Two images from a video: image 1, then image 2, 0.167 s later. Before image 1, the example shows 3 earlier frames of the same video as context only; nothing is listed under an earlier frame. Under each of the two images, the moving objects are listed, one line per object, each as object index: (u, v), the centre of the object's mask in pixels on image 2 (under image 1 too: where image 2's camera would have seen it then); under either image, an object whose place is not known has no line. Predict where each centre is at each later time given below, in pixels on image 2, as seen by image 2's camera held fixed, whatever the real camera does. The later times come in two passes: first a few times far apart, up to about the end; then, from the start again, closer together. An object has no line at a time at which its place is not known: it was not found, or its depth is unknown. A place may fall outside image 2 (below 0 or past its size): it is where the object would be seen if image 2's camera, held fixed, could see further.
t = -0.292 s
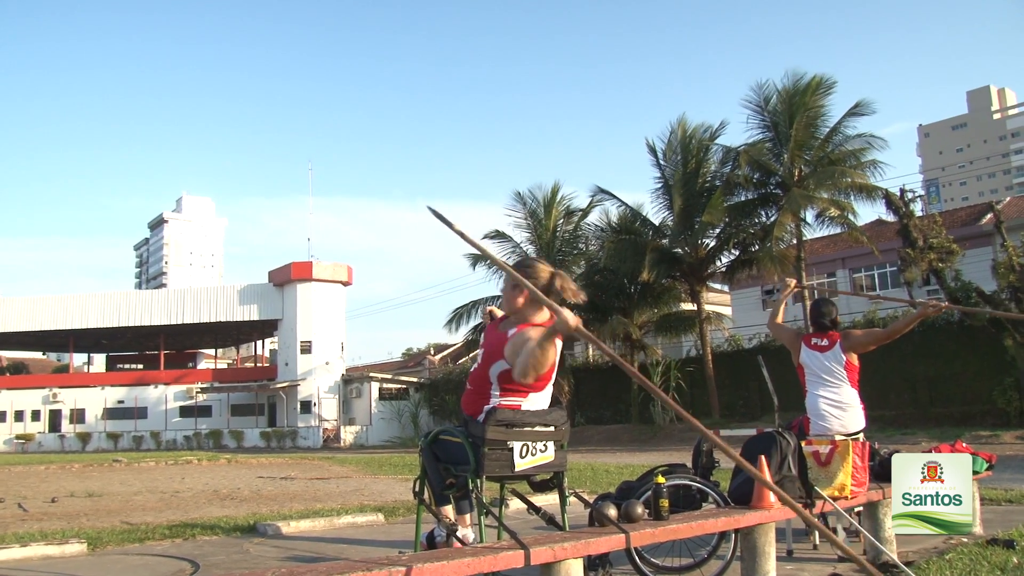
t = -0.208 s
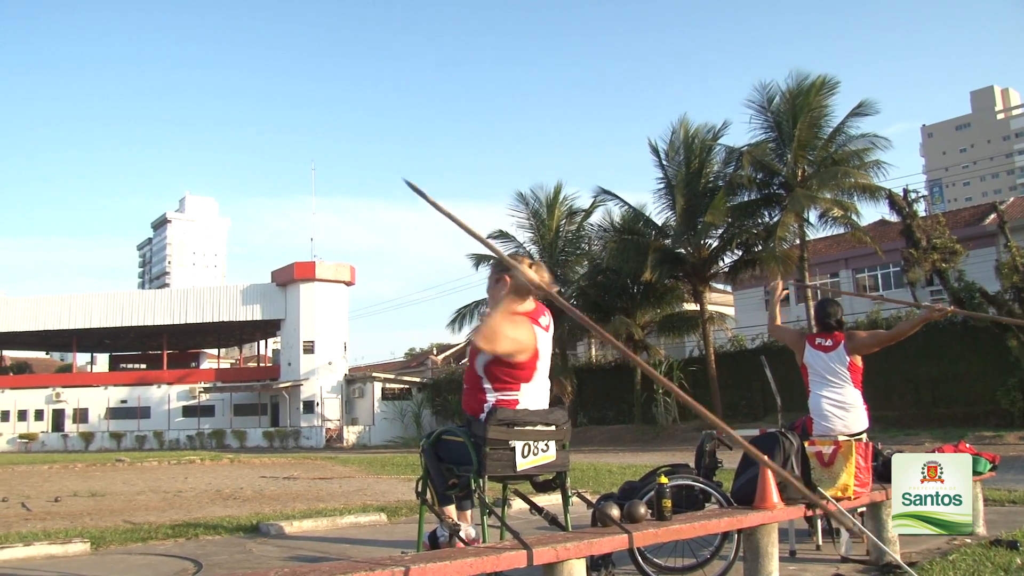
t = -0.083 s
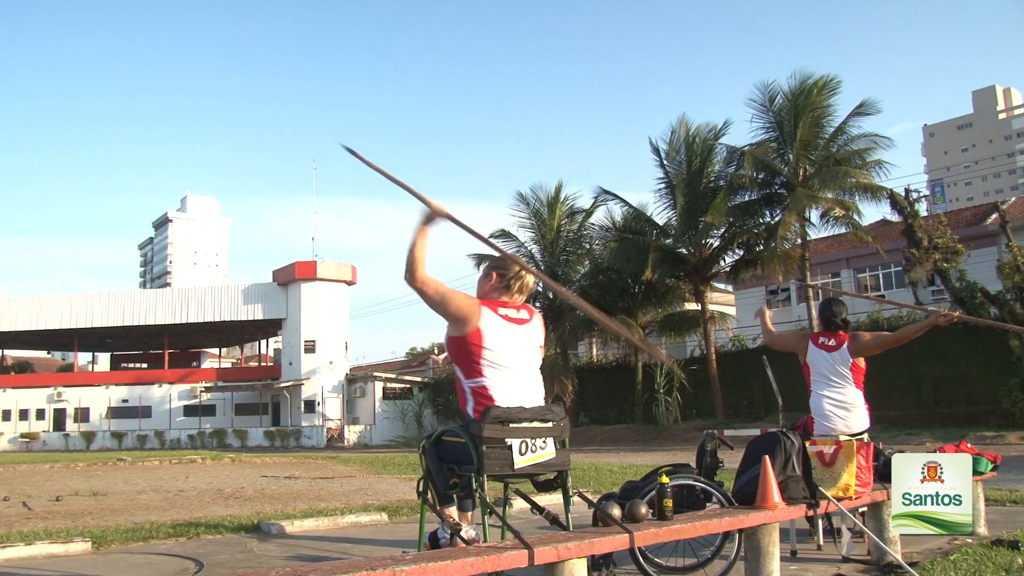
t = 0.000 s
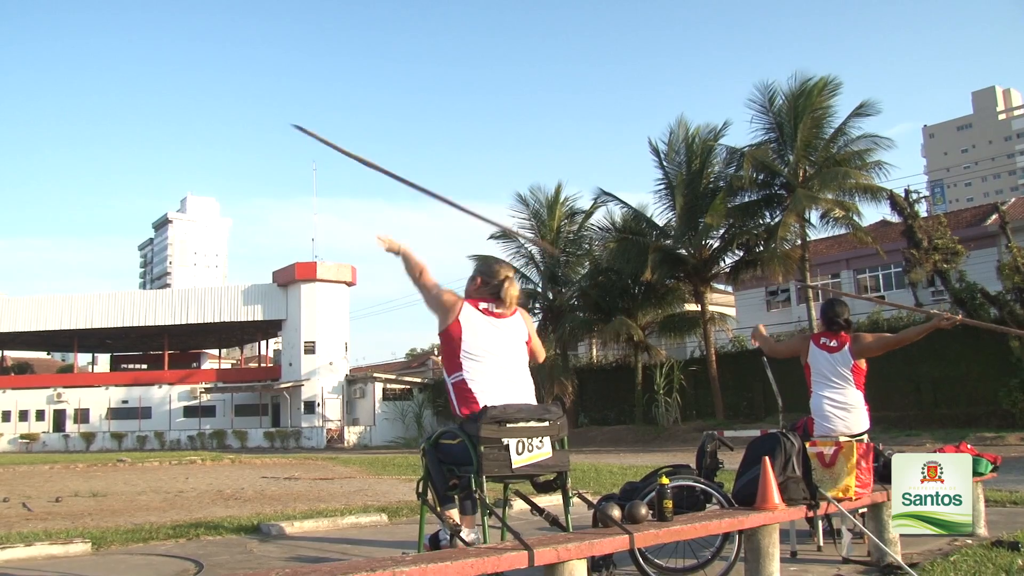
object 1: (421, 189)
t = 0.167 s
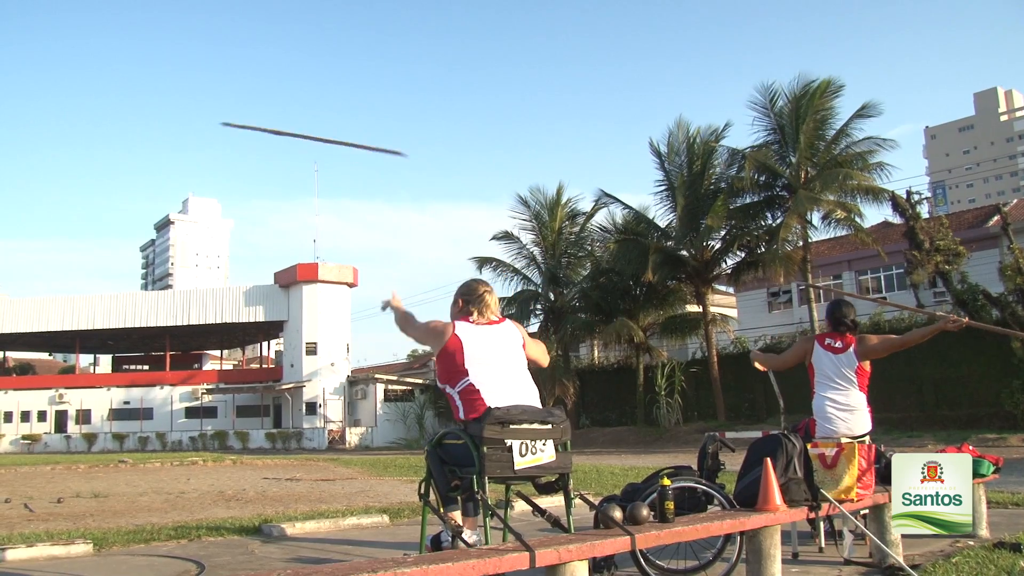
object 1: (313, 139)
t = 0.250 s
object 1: (274, 137)
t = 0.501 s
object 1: (190, 184)
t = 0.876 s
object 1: (105, 339)
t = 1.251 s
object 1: (62, 503)
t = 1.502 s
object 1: (65, 483)
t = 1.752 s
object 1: (64, 496)
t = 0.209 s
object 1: (296, 136)
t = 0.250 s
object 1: (274, 137)
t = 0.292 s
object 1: (258, 140)
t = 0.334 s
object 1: (243, 145)
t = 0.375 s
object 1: (226, 153)
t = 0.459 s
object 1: (201, 172)
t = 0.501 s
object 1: (190, 184)
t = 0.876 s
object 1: (105, 339)
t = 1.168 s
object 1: (70, 488)
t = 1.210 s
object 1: (54, 500)
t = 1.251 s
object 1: (62, 503)
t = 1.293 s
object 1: (39, 499)
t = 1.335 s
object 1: (52, 497)
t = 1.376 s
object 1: (73, 489)
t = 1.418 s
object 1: (70, 485)
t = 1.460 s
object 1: (66, 485)
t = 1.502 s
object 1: (65, 483)
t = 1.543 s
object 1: (66, 482)
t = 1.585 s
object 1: (64, 483)
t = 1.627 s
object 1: (61, 486)
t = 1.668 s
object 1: (64, 487)
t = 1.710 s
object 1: (60, 493)
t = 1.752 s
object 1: (64, 496)
